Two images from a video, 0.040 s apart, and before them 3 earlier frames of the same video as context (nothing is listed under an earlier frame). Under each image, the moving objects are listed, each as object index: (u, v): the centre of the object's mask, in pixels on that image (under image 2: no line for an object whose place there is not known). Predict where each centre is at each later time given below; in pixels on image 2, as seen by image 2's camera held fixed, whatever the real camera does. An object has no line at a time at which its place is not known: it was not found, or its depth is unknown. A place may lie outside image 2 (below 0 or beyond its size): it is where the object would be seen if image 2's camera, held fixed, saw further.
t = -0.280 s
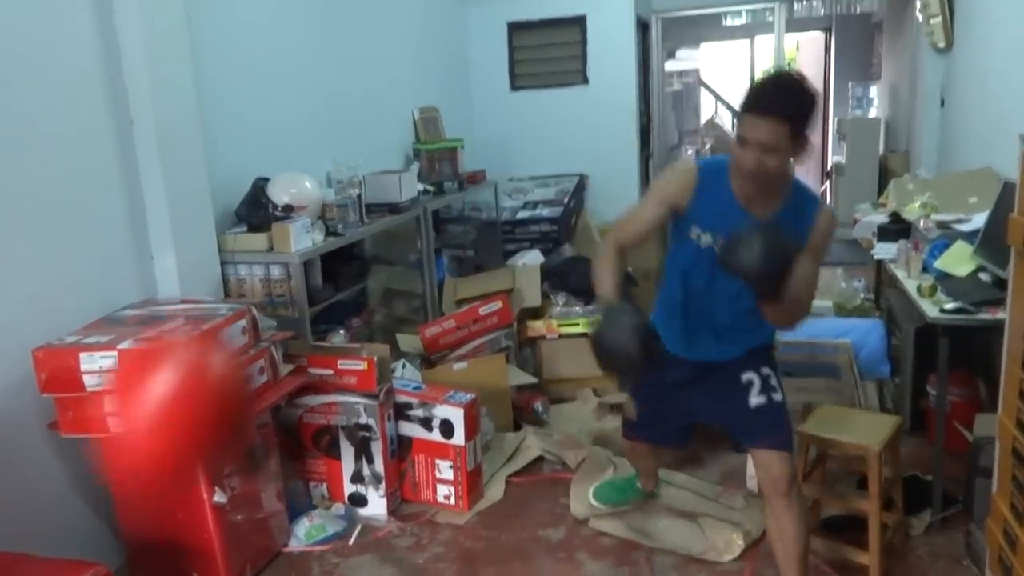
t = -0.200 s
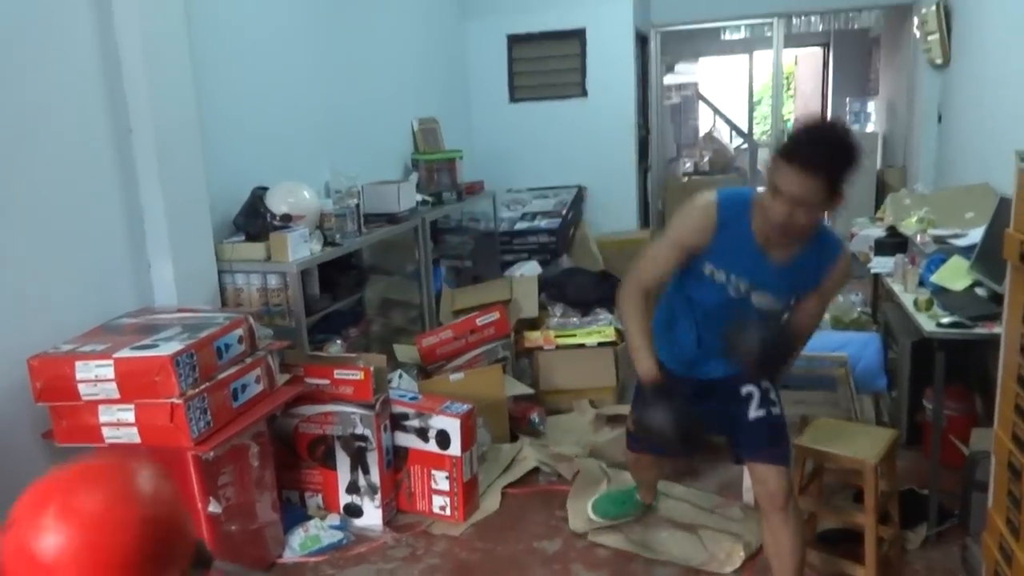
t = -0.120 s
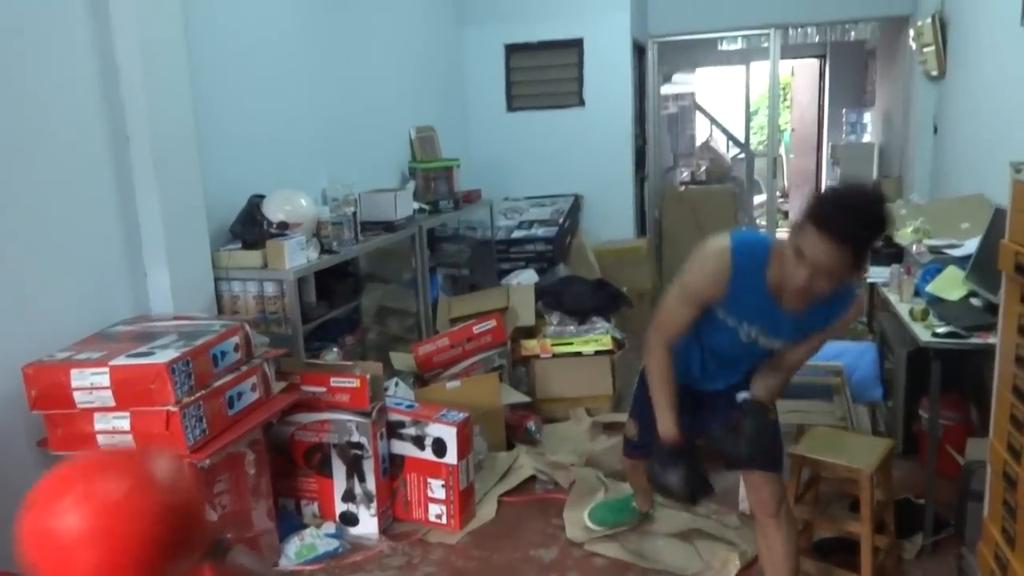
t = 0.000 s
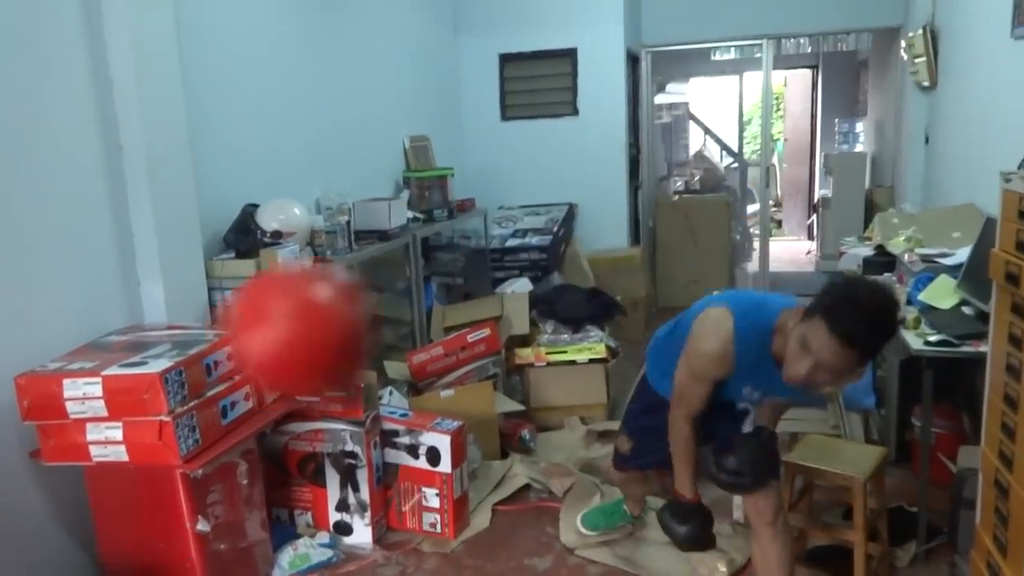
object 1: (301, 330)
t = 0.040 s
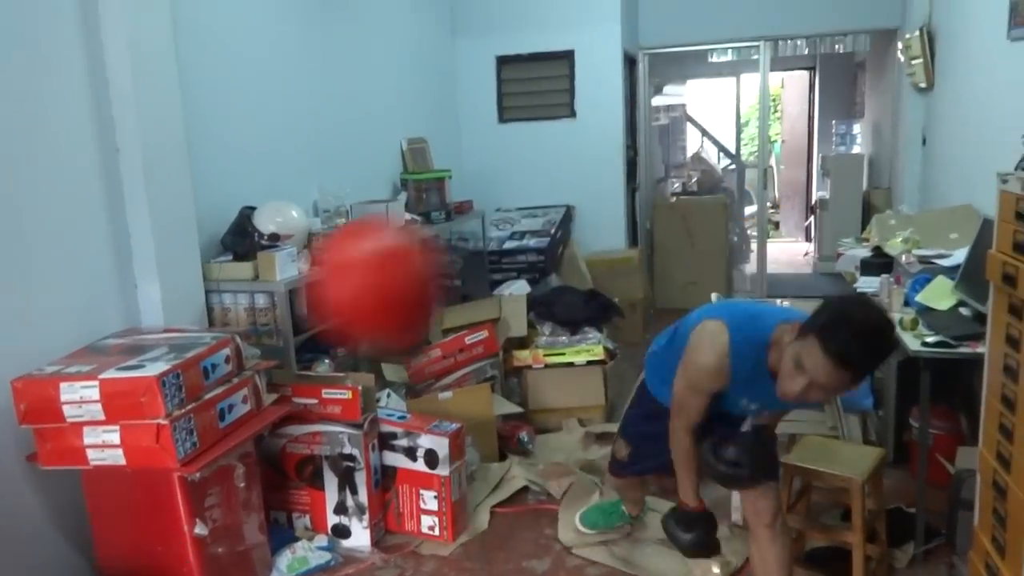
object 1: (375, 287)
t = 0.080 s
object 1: (453, 247)
